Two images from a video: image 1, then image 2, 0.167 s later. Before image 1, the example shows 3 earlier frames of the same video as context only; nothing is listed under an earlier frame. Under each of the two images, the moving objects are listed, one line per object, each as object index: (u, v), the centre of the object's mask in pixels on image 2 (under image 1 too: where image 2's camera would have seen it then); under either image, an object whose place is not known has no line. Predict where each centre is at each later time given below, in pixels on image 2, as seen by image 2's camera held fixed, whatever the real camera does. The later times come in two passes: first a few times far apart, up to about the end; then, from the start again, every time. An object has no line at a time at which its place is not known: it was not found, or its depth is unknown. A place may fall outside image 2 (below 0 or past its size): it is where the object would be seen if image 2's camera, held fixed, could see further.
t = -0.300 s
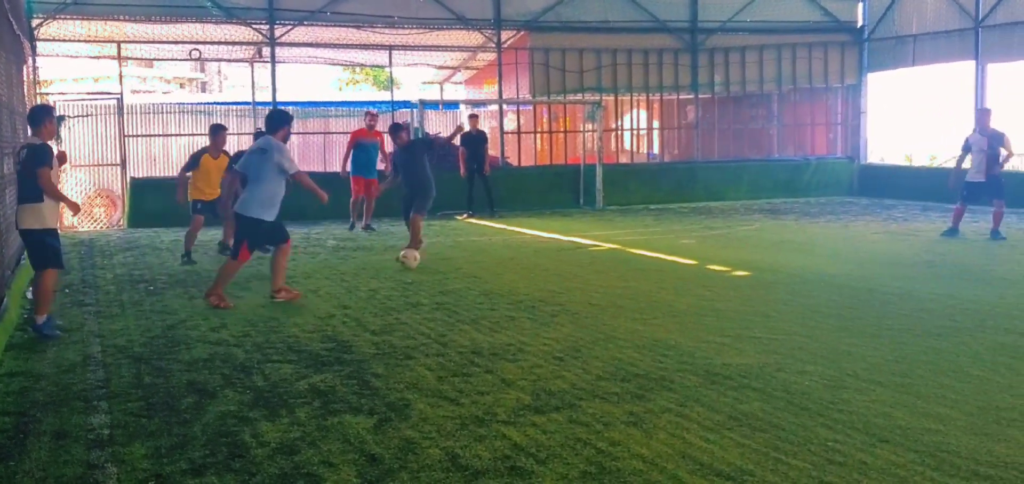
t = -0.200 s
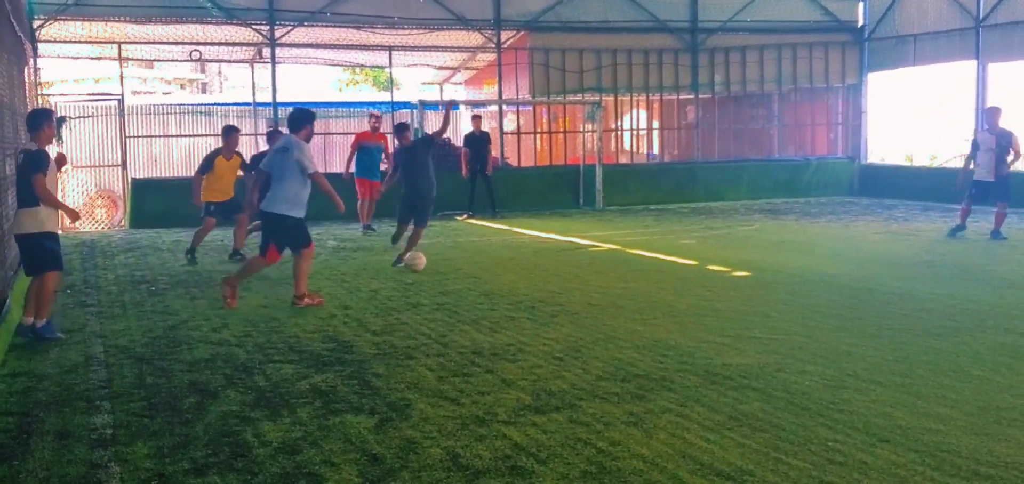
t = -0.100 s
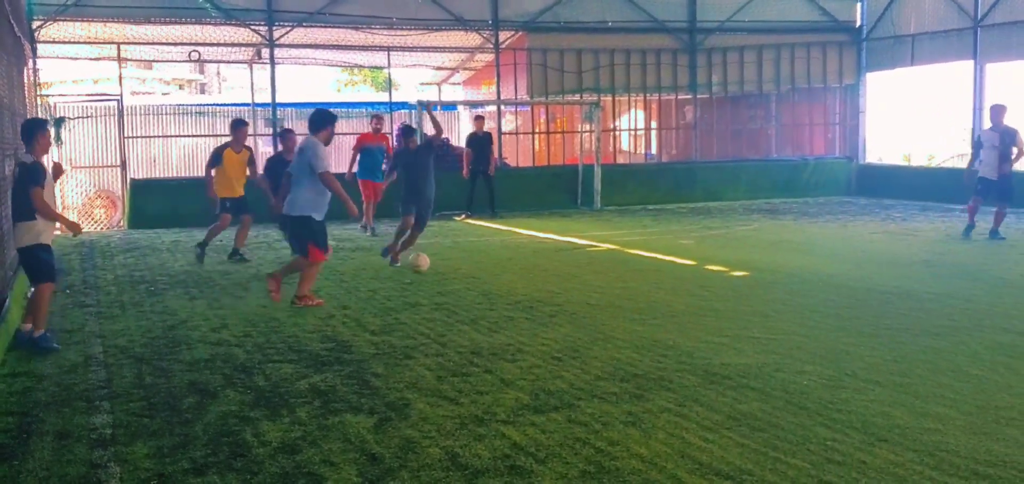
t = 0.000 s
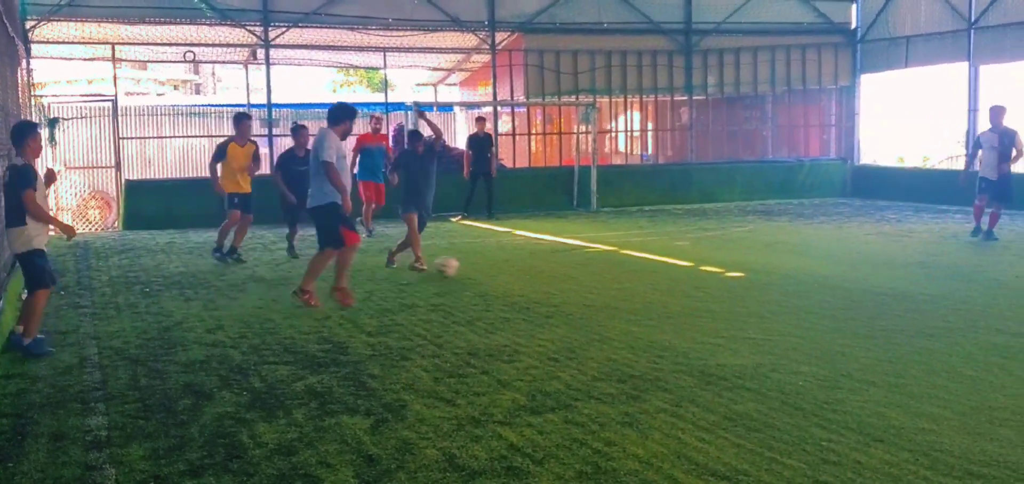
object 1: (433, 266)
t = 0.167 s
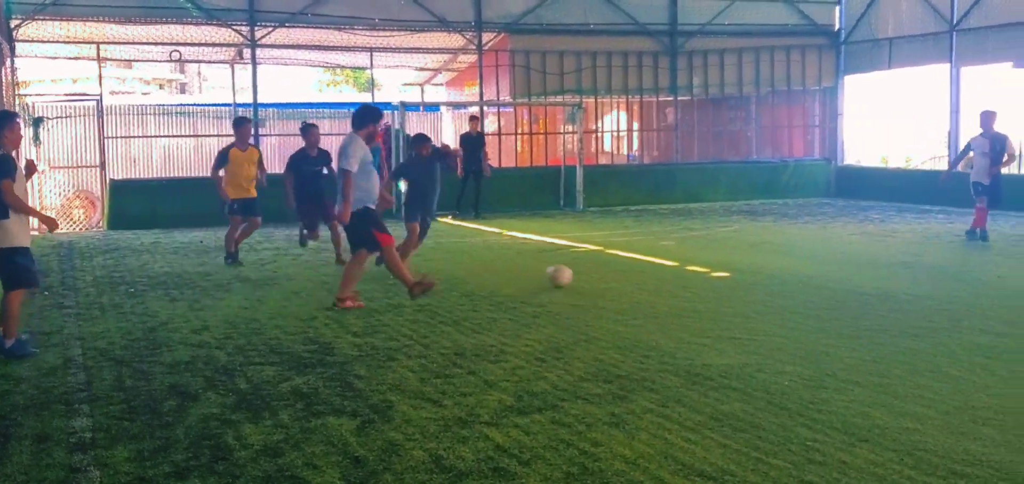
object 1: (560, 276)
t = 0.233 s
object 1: (611, 280)
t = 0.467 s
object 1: (787, 292)
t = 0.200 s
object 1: (585, 277)
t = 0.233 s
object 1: (611, 280)
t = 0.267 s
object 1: (636, 281)
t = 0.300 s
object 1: (660, 282)
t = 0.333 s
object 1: (685, 283)
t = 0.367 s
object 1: (711, 286)
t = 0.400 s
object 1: (736, 287)
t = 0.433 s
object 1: (761, 289)
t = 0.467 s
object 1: (787, 292)
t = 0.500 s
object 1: (812, 293)
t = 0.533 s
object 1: (838, 295)
